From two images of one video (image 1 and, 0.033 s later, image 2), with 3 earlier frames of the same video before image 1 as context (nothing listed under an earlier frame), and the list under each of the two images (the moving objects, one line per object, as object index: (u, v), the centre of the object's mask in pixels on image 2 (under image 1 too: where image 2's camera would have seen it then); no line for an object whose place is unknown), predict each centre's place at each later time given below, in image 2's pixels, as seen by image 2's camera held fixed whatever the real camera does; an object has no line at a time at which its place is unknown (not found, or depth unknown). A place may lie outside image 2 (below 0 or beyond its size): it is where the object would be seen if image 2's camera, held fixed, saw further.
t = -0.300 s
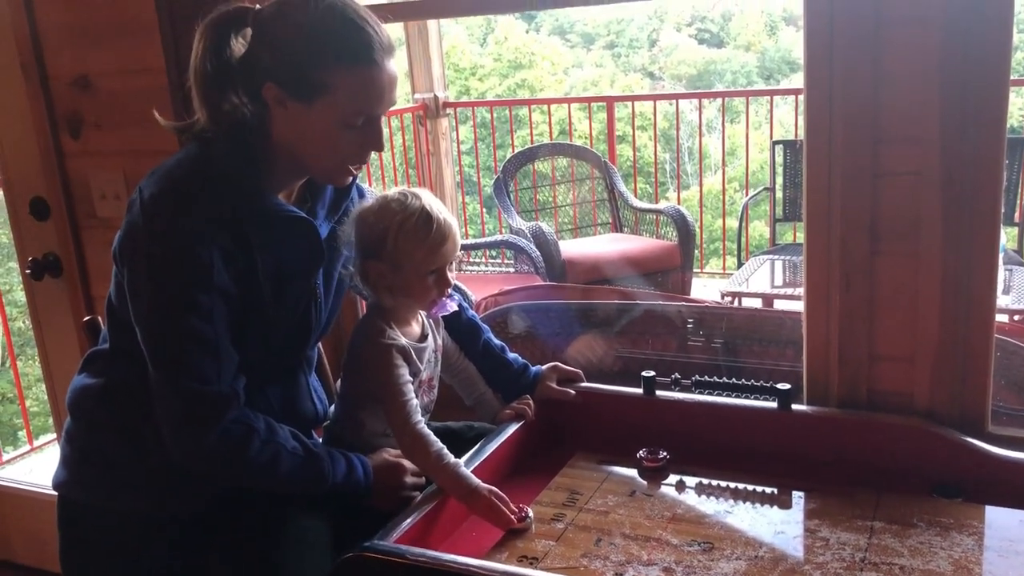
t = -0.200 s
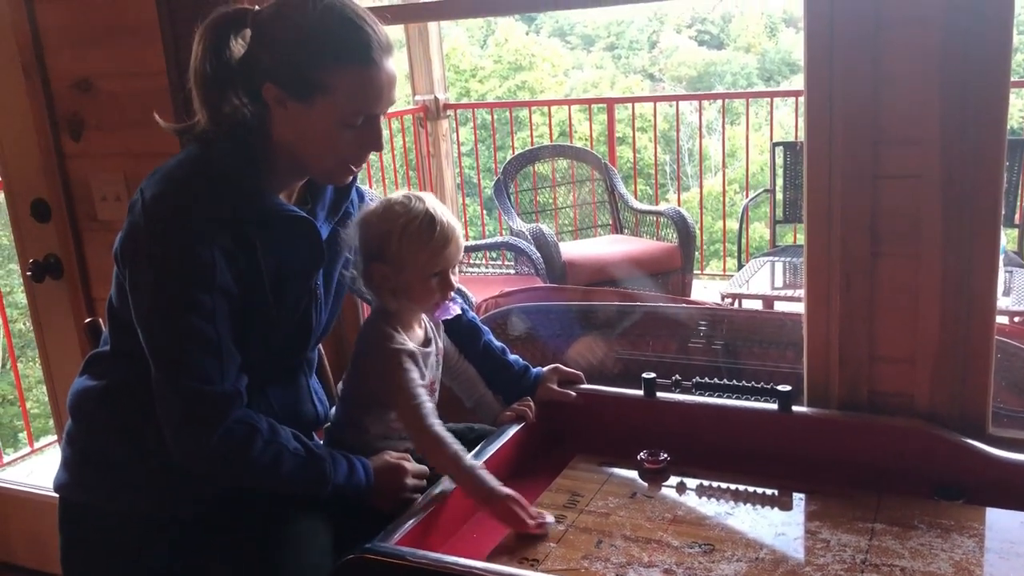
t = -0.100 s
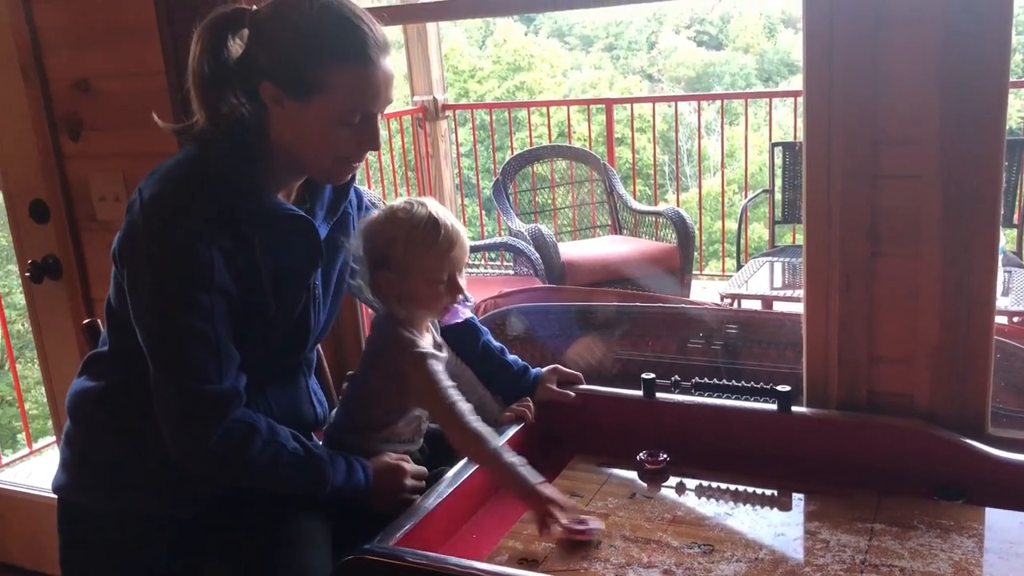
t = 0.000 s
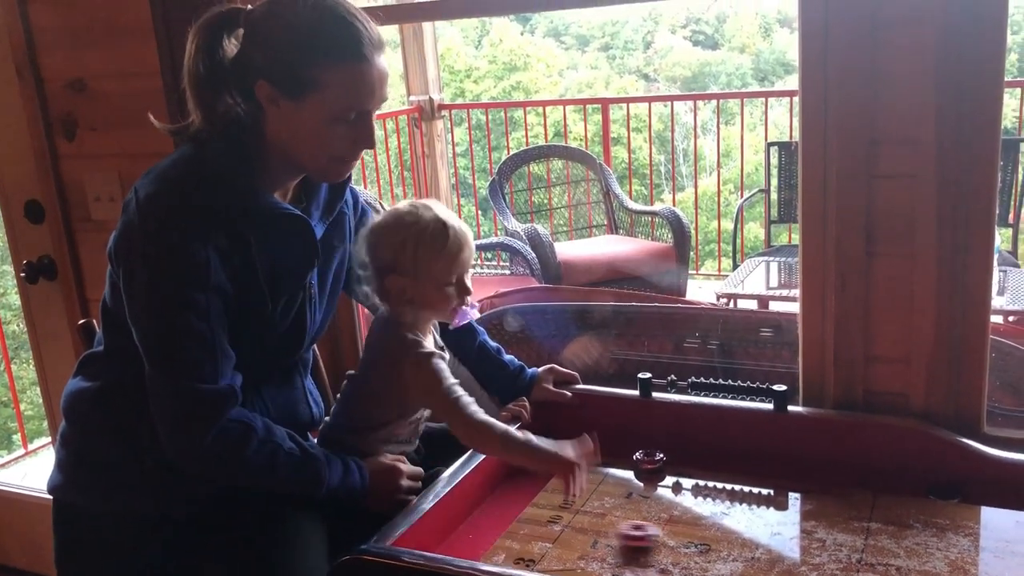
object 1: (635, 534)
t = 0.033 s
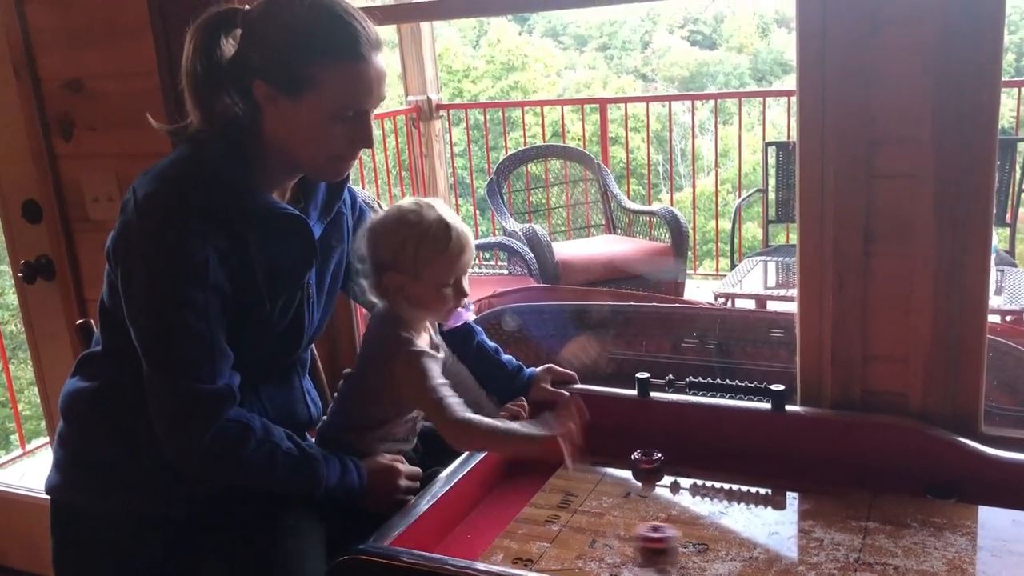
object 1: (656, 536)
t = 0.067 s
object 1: (675, 538)
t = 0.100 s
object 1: (697, 541)
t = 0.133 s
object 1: (715, 542)
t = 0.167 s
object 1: (737, 546)
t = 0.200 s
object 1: (759, 548)
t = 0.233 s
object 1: (780, 550)
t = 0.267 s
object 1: (804, 551)
